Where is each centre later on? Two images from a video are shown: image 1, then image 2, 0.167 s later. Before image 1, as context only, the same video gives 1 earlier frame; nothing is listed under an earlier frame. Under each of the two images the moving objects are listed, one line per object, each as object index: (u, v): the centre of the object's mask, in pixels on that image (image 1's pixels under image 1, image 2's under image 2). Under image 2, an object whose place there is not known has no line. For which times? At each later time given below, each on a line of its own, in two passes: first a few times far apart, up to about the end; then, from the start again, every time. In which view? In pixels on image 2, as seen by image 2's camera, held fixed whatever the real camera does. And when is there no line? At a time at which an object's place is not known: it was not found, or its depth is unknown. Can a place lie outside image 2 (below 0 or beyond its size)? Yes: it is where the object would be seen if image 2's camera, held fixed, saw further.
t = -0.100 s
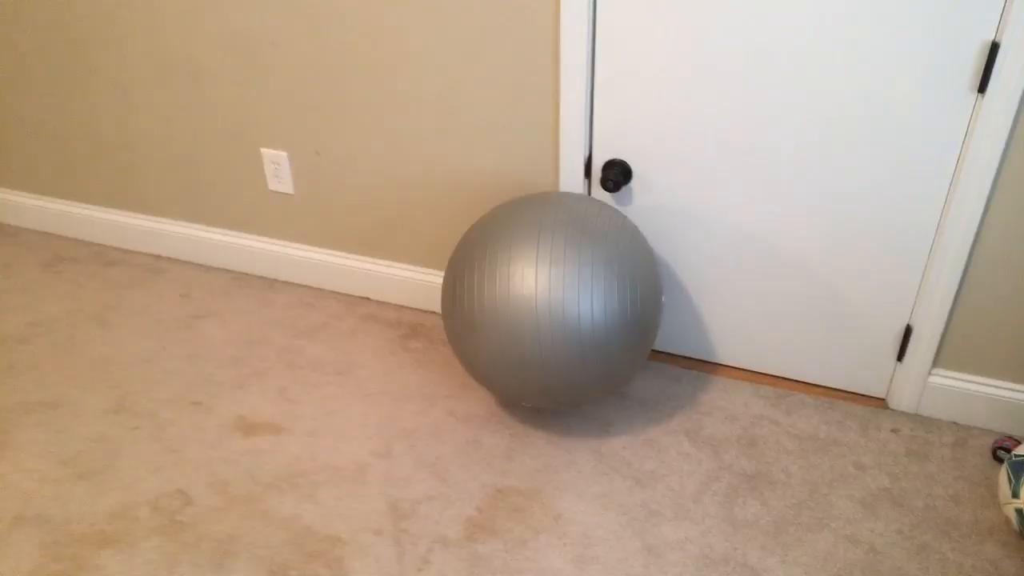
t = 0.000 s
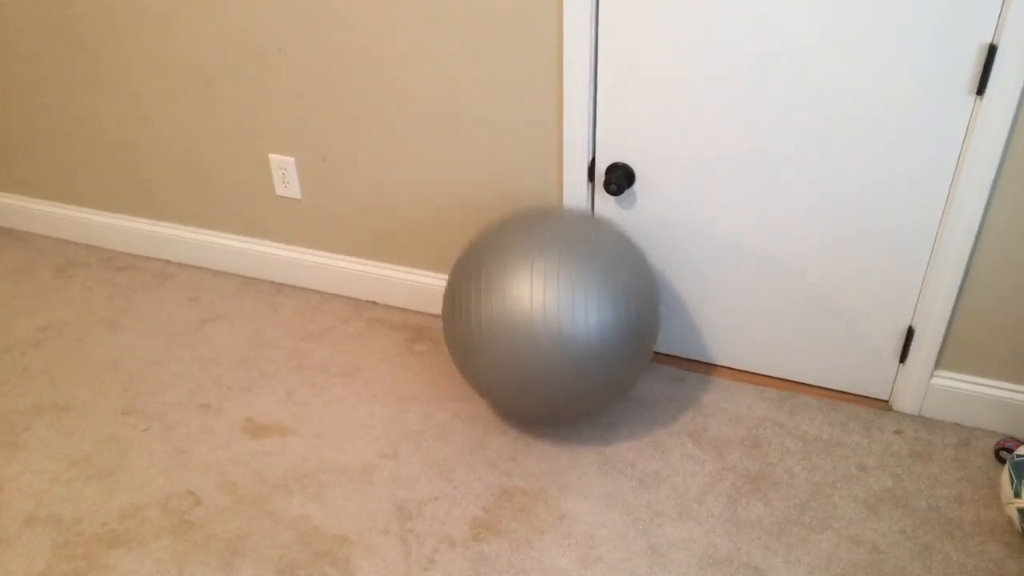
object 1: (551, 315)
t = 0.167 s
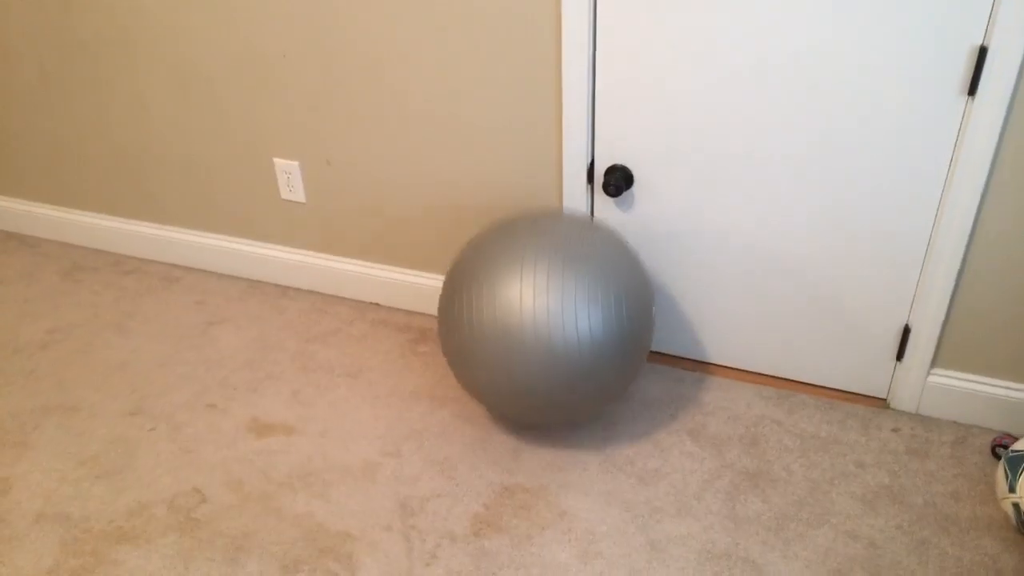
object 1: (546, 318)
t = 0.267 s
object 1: (545, 300)
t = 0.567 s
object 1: (548, 324)
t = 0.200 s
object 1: (545, 309)
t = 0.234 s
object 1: (545, 303)
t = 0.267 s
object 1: (545, 300)
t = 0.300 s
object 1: (545, 302)
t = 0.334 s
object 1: (544, 307)
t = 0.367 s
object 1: (544, 317)
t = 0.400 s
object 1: (545, 329)
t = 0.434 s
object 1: (545, 345)
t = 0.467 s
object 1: (546, 361)
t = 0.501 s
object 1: (546, 358)
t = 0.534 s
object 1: (547, 339)
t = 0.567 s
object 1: (548, 324)
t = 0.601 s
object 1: (549, 310)
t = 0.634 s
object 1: (549, 302)
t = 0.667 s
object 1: (551, 298)
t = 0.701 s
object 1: (552, 298)
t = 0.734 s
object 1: (553, 301)
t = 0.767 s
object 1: (555, 309)
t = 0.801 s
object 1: (556, 319)
